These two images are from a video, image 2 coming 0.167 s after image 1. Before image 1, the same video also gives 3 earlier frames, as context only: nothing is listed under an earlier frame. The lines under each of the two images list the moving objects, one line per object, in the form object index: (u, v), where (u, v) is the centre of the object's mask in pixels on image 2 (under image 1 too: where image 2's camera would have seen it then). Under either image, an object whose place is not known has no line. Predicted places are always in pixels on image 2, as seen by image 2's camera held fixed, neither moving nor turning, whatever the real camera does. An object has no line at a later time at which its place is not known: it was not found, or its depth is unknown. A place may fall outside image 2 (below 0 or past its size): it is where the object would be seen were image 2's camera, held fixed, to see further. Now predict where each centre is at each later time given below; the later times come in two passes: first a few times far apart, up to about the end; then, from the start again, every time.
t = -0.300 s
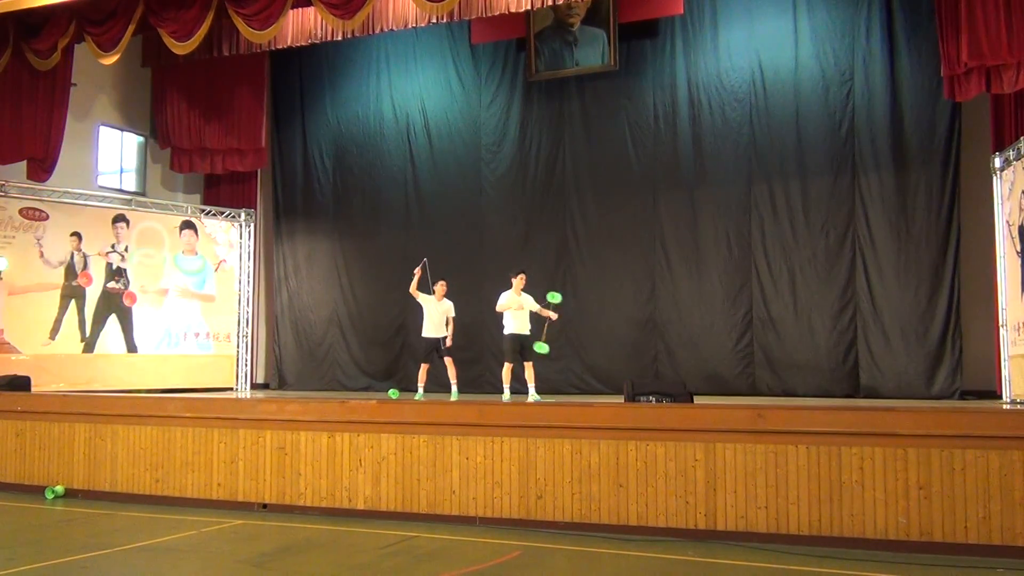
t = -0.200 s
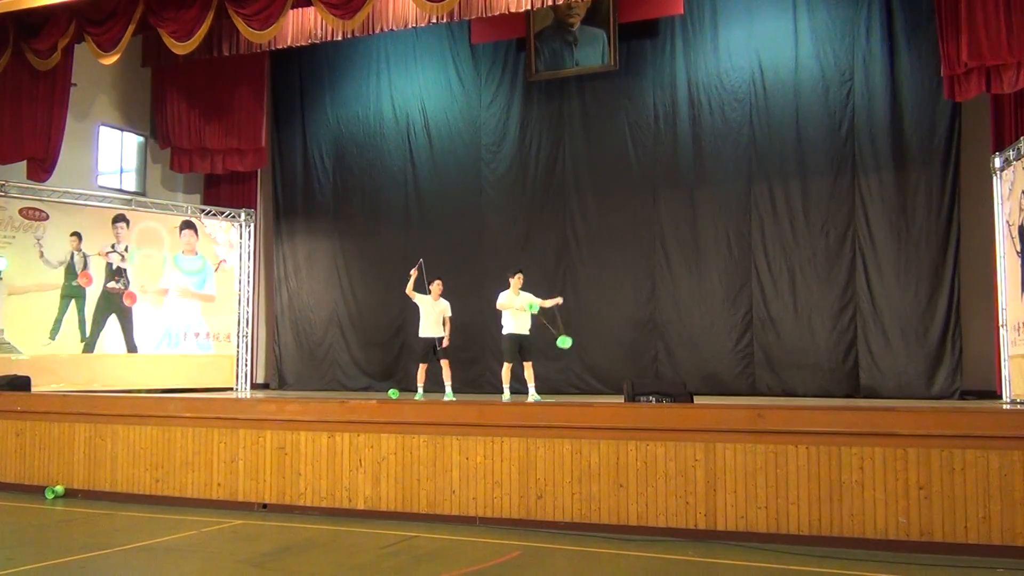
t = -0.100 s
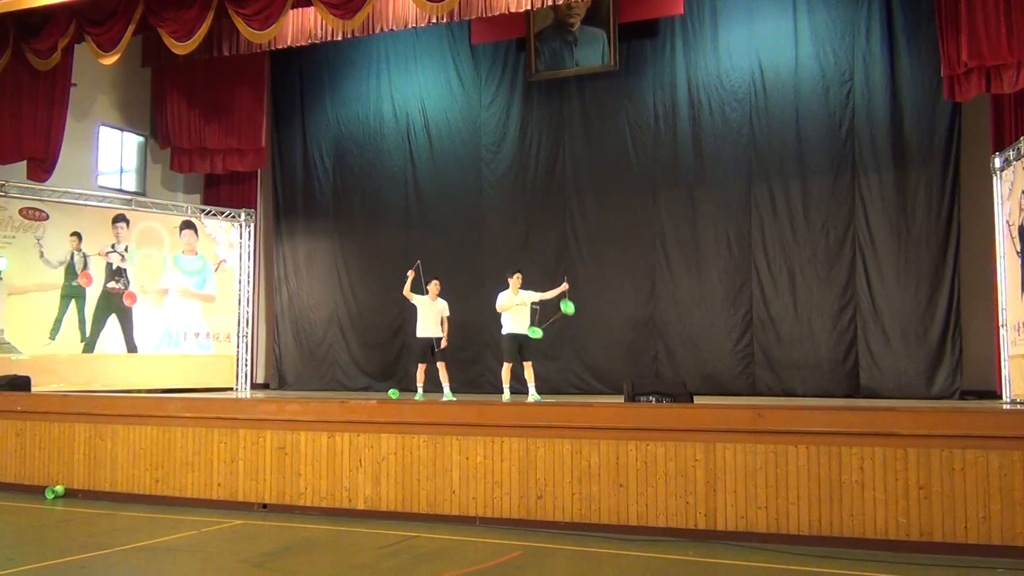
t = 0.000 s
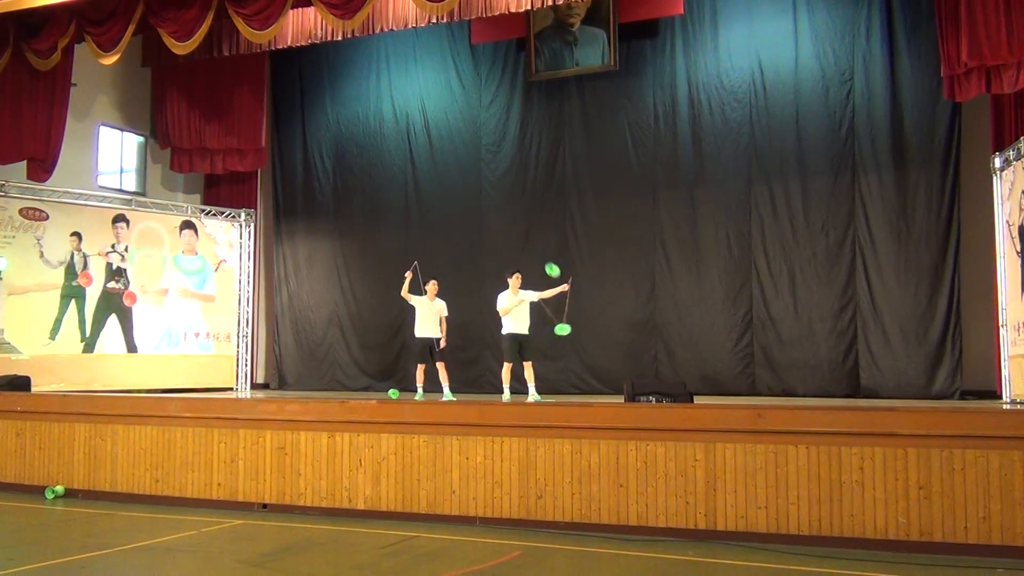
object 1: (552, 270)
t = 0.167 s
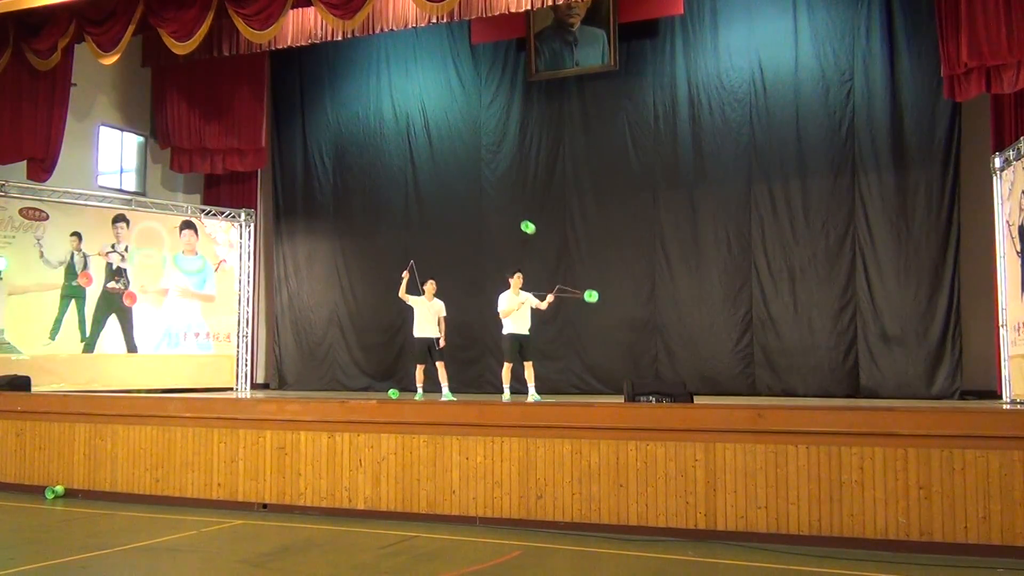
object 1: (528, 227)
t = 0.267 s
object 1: (514, 212)
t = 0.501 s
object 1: (481, 205)
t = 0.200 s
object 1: (523, 221)
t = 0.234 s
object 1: (519, 216)
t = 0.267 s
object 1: (514, 212)
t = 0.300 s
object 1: (509, 208)
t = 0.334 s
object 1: (504, 205)
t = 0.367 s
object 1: (500, 204)
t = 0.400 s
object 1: (495, 203)
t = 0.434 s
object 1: (490, 203)
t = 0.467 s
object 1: (486, 203)
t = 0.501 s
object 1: (481, 205)
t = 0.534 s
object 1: (477, 207)
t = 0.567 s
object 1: (472, 210)
